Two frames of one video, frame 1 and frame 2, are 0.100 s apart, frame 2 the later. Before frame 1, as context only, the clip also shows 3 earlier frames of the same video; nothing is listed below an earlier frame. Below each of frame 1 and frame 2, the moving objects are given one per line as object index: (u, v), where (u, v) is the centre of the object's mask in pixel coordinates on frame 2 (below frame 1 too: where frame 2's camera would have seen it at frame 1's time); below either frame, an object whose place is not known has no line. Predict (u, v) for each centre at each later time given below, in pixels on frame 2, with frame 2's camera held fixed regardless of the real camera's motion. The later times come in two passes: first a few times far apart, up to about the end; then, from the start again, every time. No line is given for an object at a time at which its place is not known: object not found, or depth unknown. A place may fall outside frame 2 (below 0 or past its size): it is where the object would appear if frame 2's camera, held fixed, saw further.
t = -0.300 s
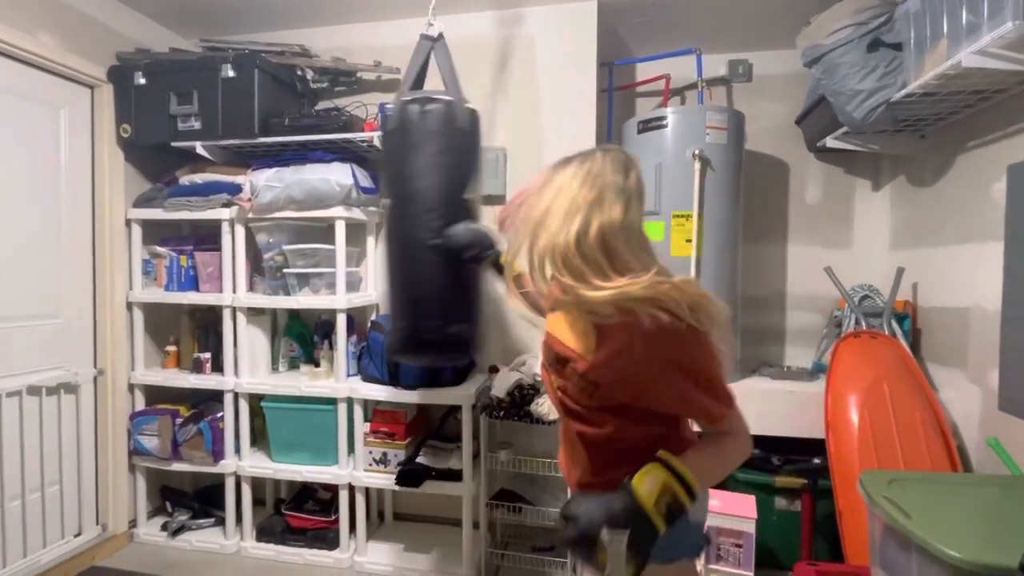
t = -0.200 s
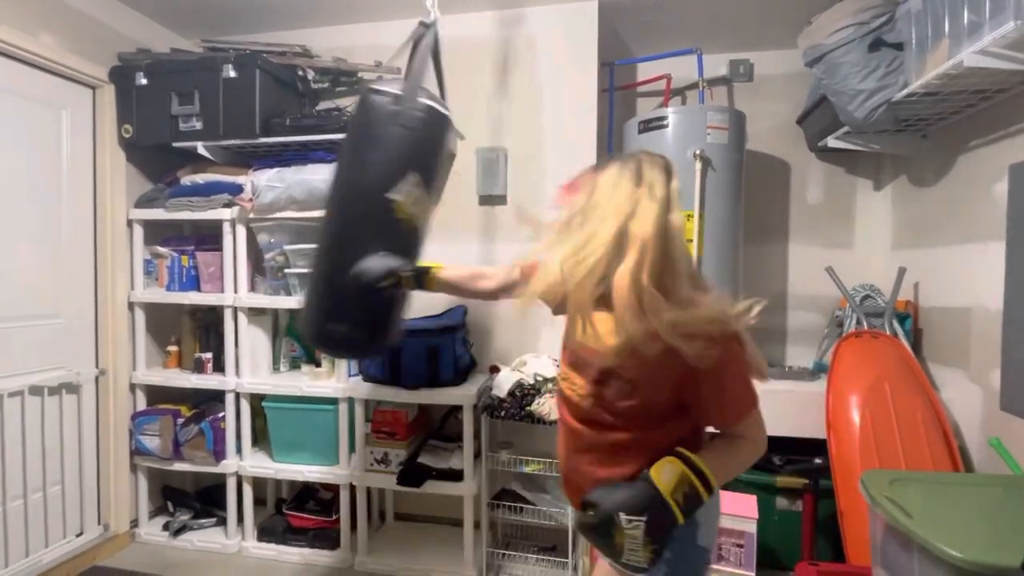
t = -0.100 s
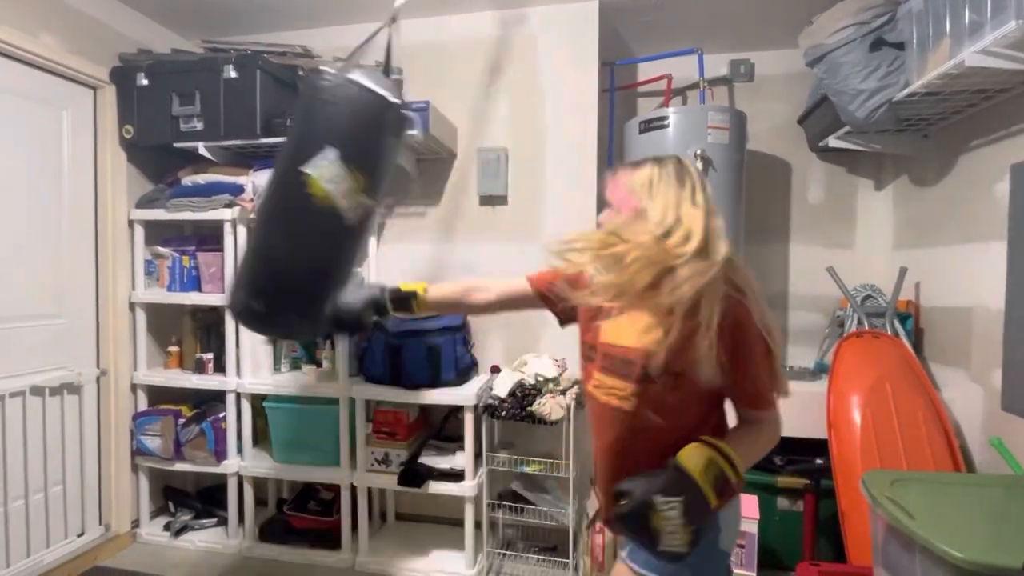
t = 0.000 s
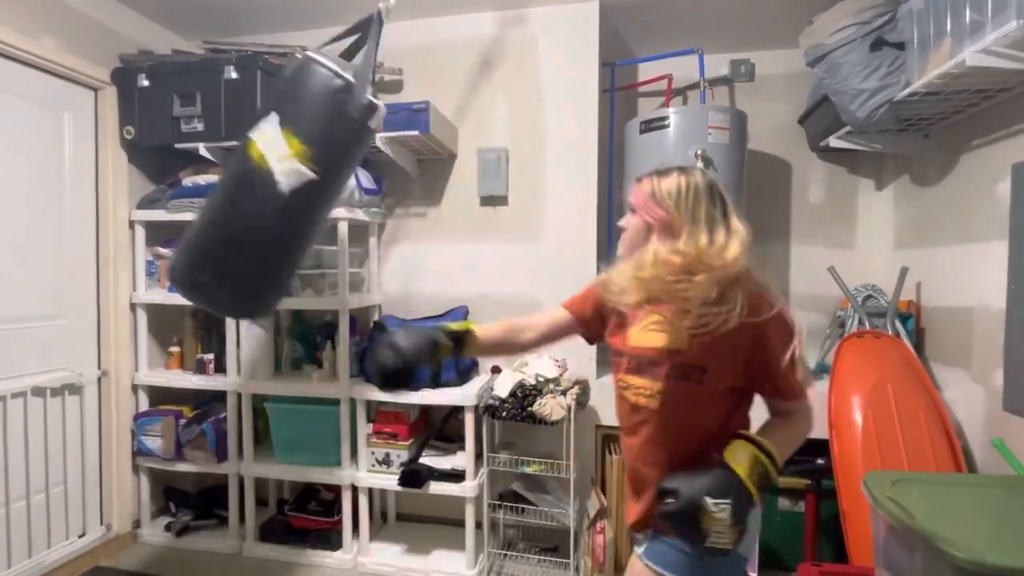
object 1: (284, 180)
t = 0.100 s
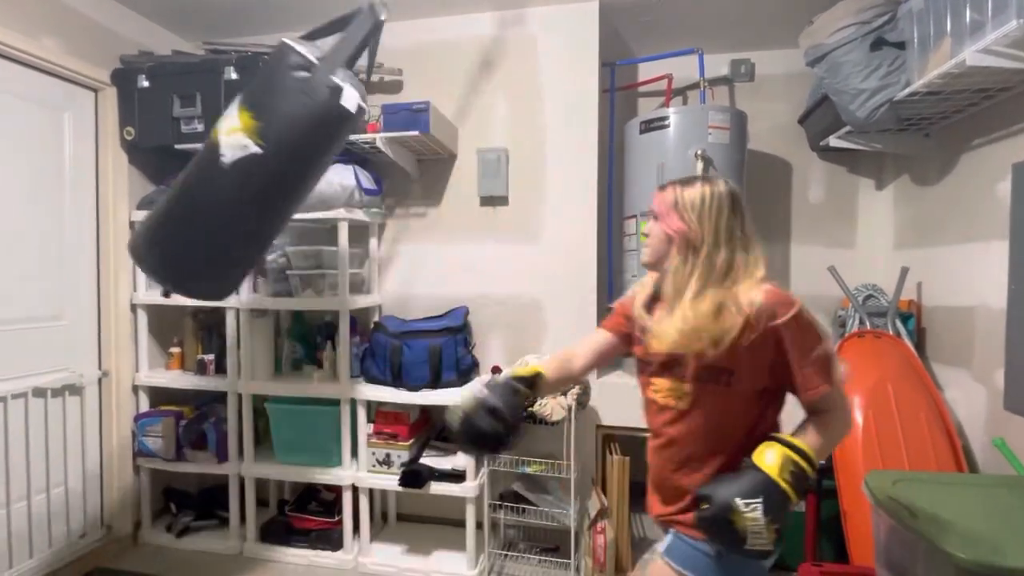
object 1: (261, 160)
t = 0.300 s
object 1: (247, 154)
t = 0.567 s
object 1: (322, 193)
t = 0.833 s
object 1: (472, 211)
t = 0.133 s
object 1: (256, 153)
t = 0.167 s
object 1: (251, 148)
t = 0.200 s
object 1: (248, 145)
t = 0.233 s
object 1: (246, 145)
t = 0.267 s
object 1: (246, 147)
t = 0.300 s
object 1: (247, 154)
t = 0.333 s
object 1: (251, 159)
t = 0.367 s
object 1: (257, 165)
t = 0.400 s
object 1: (264, 170)
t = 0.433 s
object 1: (273, 176)
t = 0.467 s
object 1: (283, 181)
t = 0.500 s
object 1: (294, 186)
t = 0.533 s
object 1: (308, 190)
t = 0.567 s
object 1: (322, 193)
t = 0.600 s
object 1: (337, 198)
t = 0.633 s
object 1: (354, 204)
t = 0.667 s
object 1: (374, 209)
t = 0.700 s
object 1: (393, 217)
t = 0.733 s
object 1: (414, 217)
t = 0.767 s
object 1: (435, 217)
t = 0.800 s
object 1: (455, 213)
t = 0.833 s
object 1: (472, 211)
